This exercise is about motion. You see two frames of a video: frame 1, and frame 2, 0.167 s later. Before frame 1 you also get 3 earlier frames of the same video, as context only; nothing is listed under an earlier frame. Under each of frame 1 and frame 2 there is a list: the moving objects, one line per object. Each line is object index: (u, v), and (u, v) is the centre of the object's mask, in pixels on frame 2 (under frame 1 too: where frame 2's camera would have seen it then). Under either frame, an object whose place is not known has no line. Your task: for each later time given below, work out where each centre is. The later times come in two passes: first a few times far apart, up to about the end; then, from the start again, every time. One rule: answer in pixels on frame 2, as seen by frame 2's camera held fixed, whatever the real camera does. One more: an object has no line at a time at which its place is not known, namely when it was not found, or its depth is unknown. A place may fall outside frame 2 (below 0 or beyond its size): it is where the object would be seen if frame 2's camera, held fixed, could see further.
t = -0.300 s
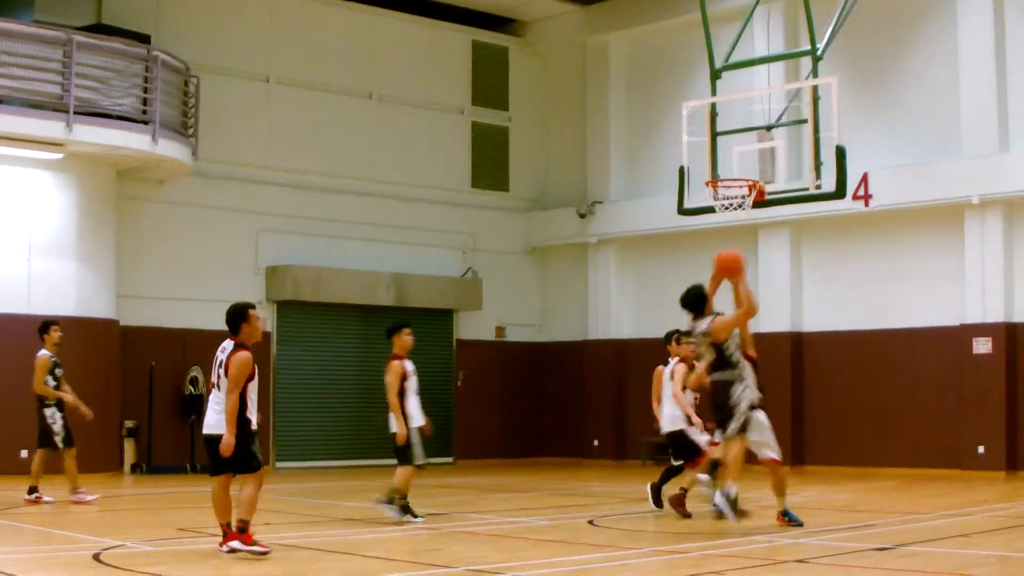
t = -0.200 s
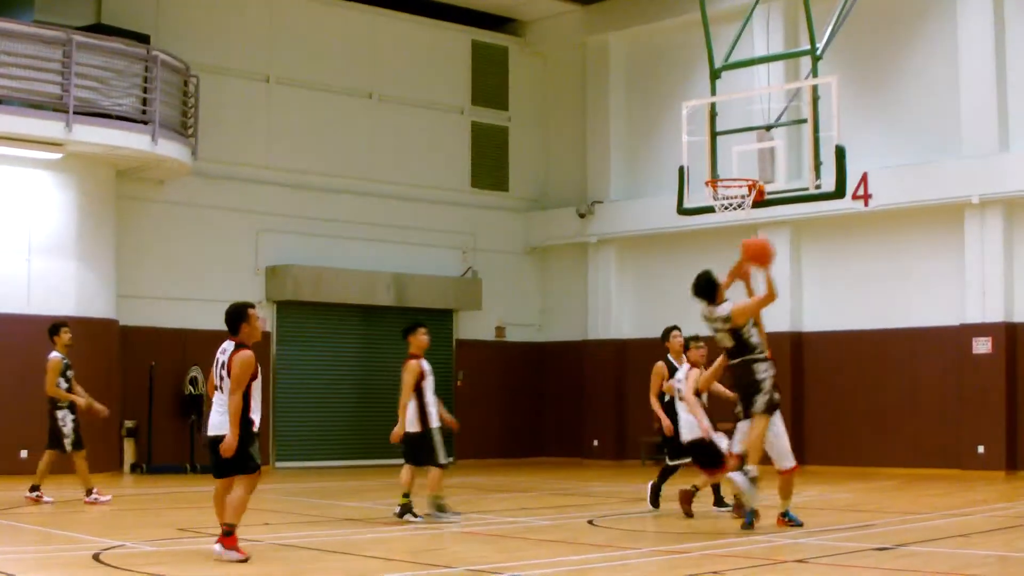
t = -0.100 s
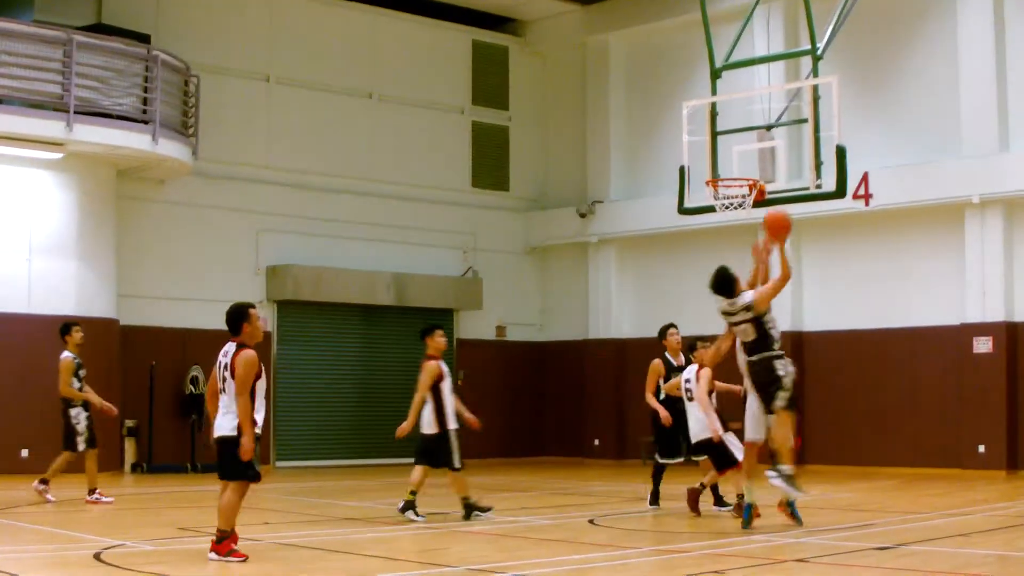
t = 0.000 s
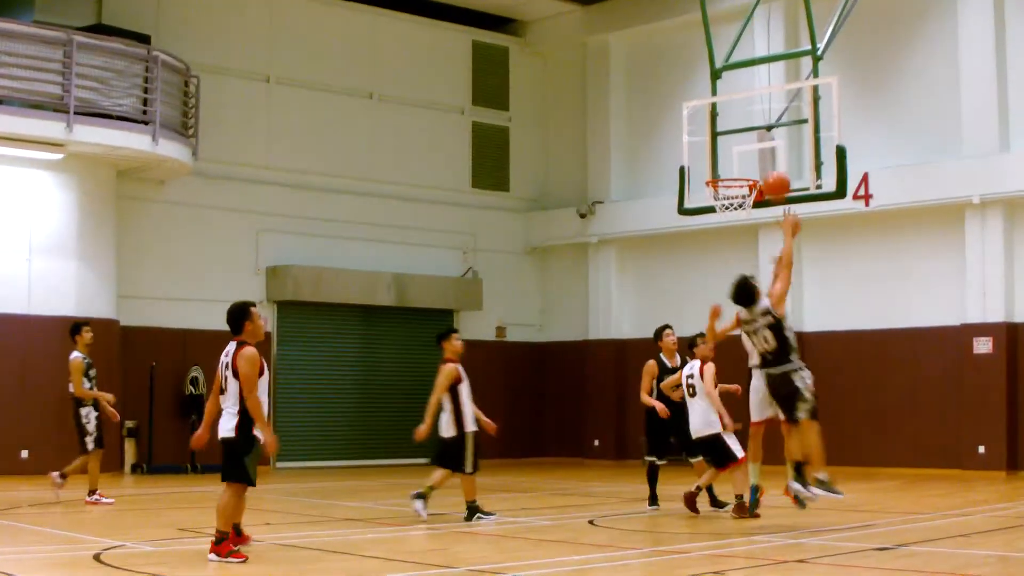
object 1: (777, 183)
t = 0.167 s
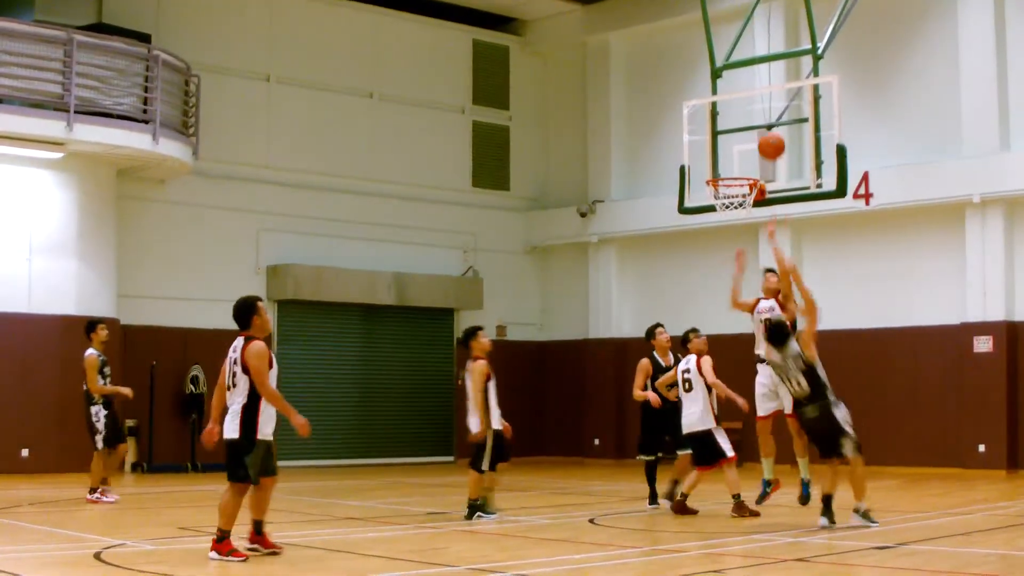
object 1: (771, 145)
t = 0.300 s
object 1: (768, 139)
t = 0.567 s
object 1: (744, 167)
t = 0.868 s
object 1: (703, 241)
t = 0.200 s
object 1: (770, 142)
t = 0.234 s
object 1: (770, 140)
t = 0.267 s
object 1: (769, 139)
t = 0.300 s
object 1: (768, 139)
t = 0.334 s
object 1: (767, 140)
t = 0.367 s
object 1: (766, 142)
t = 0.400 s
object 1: (766, 146)
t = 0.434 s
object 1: (765, 148)
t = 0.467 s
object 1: (763, 155)
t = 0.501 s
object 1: (757, 158)
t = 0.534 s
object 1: (751, 163)
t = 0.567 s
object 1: (744, 167)
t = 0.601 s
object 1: (737, 174)
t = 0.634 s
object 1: (732, 183)
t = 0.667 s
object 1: (725, 191)
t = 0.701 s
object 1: (718, 201)
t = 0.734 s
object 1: (715, 208)
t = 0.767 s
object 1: (712, 214)
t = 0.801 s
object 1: (709, 222)
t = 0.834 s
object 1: (706, 232)
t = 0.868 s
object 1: (703, 241)
